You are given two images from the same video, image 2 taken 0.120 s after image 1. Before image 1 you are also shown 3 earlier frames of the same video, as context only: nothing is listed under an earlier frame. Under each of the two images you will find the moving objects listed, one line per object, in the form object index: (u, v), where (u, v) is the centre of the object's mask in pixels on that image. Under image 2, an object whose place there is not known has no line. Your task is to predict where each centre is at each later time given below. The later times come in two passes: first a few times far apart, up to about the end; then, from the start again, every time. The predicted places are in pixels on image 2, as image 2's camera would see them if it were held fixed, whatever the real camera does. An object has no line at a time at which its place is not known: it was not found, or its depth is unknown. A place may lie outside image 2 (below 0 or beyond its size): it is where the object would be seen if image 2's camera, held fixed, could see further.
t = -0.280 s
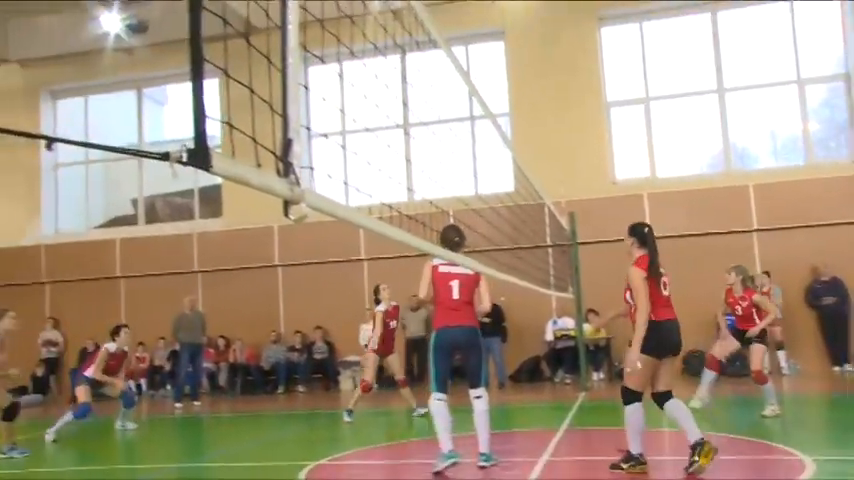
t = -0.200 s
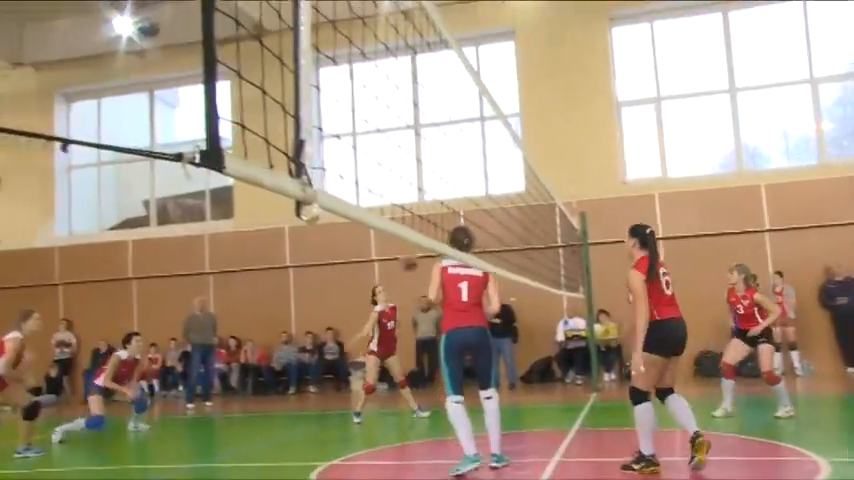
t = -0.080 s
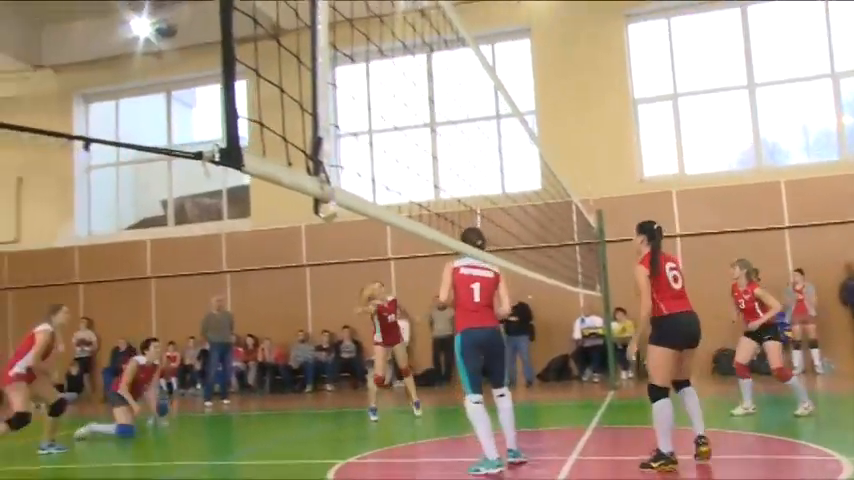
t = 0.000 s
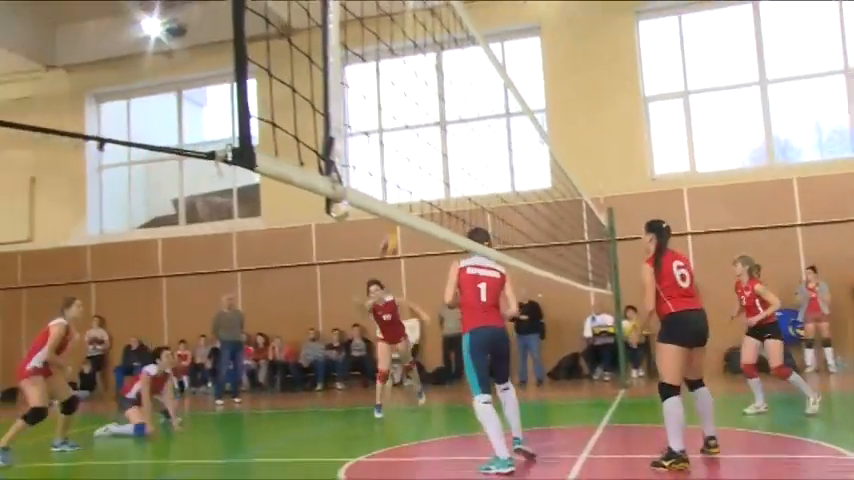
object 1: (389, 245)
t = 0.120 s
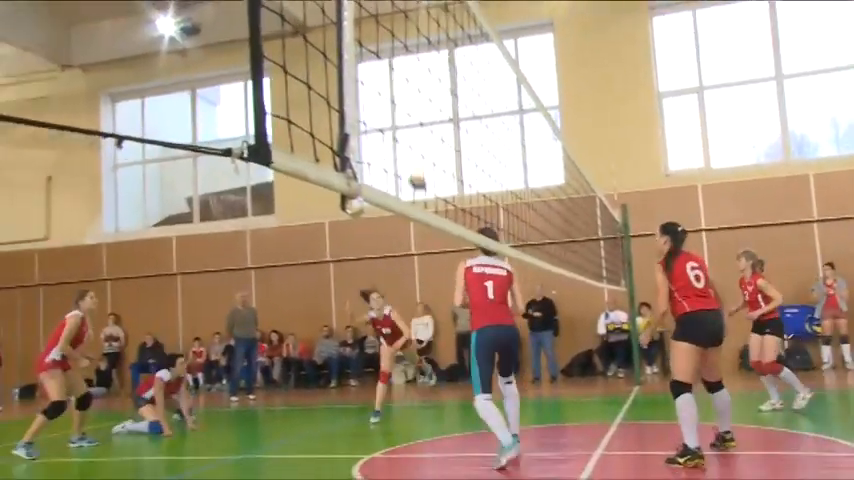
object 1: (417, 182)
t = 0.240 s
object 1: (434, 134)
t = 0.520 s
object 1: (479, 70)
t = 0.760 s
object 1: (530, 71)
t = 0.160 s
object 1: (423, 165)
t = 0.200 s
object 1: (428, 149)
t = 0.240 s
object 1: (434, 134)
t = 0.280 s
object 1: (441, 122)
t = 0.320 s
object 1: (447, 110)
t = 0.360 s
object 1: (453, 99)
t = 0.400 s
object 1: (459, 90)
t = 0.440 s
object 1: (466, 81)
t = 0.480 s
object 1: (472, 75)
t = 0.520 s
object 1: (479, 70)
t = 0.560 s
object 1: (487, 67)
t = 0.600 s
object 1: (494, 65)
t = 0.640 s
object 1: (501, 65)
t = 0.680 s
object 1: (506, 68)
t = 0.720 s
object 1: (521, 68)
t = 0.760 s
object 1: (530, 71)
